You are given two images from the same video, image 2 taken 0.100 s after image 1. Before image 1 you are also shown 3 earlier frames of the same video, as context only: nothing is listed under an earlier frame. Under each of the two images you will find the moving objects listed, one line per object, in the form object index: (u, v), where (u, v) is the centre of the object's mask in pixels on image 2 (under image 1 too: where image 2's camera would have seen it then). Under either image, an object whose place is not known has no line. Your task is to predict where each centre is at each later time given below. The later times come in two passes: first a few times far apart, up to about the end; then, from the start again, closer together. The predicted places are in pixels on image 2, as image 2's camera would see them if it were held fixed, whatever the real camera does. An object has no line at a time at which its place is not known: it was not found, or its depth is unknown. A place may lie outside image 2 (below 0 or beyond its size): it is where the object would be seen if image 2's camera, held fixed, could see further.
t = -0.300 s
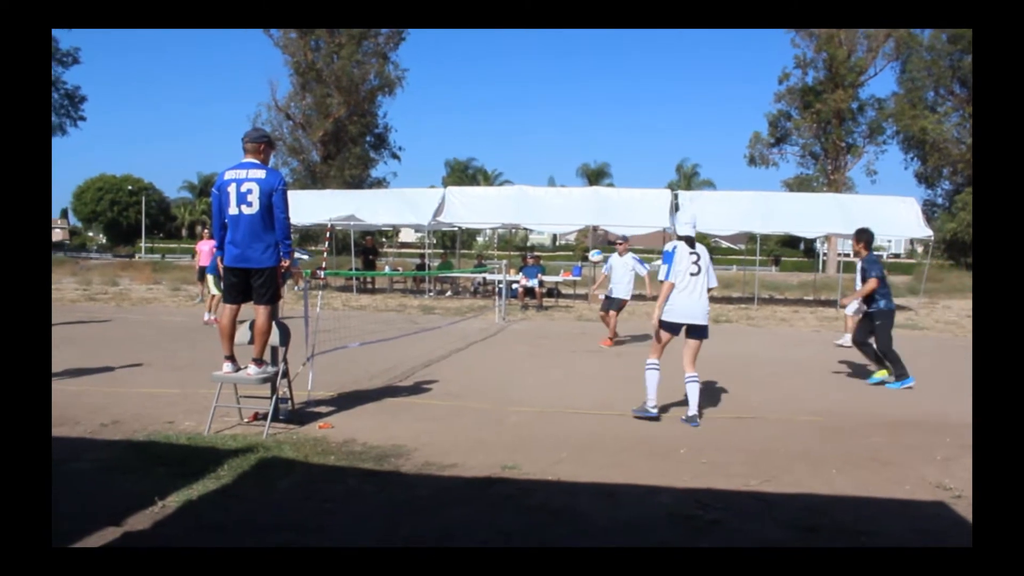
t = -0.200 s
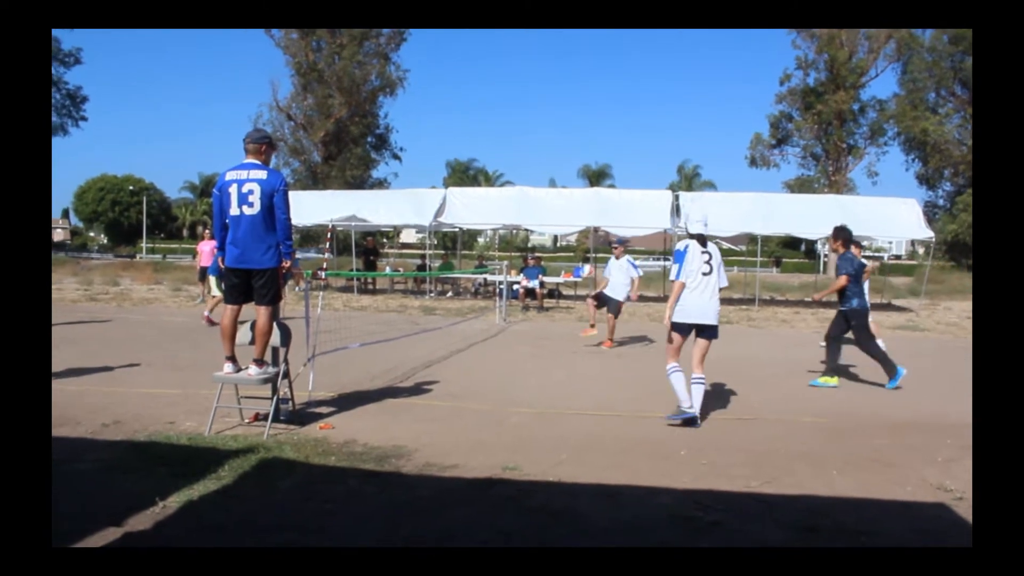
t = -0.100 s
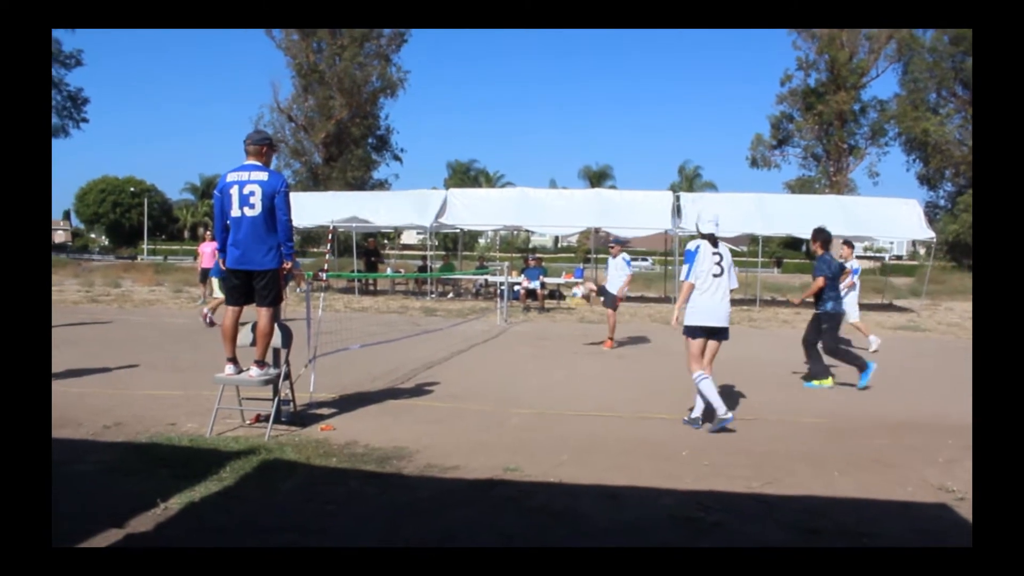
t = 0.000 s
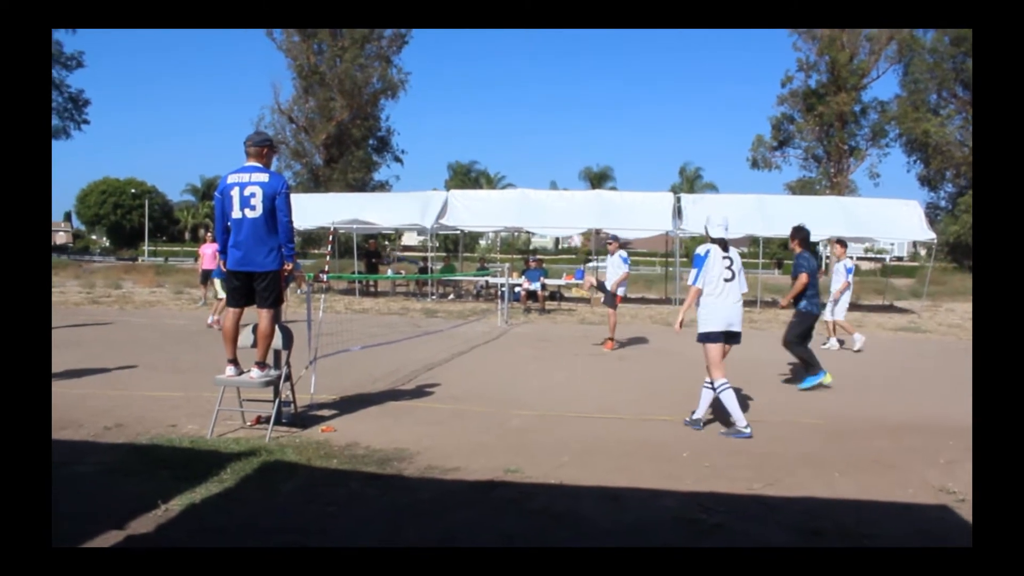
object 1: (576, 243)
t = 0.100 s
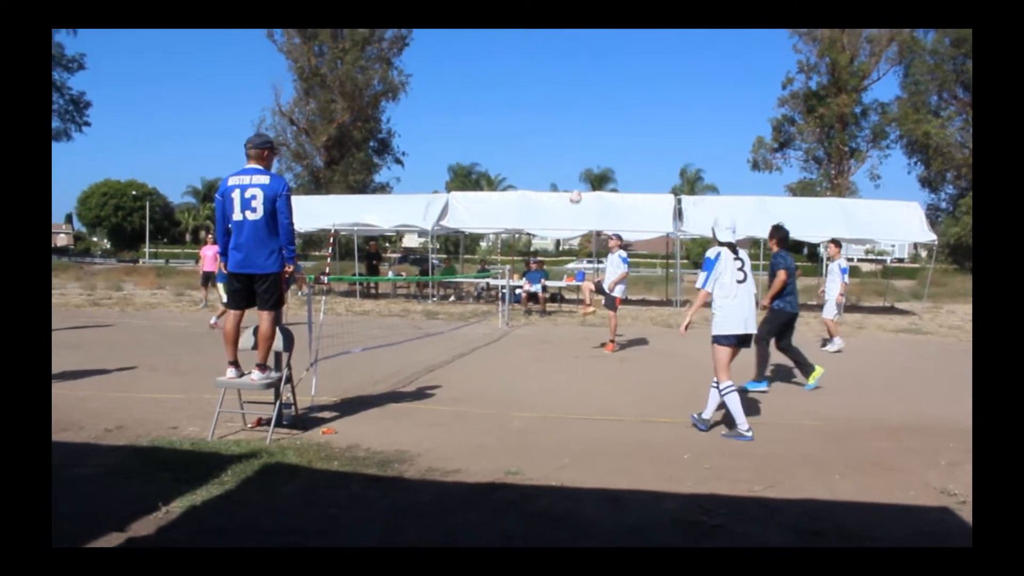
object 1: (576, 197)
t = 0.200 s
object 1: (574, 158)
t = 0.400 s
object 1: (569, 104)
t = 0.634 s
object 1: (565, 75)
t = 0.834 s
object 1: (561, 80)
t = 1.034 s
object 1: (556, 111)
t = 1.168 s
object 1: (554, 149)
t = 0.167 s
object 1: (574, 170)
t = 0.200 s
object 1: (574, 158)
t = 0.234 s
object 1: (573, 147)
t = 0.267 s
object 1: (572, 137)
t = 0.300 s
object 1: (571, 127)
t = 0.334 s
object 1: (570, 118)
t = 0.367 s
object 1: (570, 111)
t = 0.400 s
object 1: (569, 104)
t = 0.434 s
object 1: (568, 97)
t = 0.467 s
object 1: (568, 92)
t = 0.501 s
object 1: (568, 87)
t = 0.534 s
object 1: (567, 82)
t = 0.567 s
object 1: (566, 79)
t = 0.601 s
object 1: (565, 76)
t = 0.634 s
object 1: (565, 75)
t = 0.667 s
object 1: (564, 74)
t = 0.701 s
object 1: (564, 74)
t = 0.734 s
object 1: (563, 74)
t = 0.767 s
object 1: (563, 75)
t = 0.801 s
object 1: (562, 77)
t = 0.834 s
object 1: (561, 80)
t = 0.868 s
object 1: (561, 83)
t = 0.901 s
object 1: (560, 87)
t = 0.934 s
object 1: (559, 92)
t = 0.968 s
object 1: (558, 98)
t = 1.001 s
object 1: (557, 104)
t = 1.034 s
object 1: (556, 111)
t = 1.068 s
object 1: (555, 120)
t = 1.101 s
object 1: (555, 129)
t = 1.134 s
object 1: (554, 138)
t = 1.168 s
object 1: (554, 149)
